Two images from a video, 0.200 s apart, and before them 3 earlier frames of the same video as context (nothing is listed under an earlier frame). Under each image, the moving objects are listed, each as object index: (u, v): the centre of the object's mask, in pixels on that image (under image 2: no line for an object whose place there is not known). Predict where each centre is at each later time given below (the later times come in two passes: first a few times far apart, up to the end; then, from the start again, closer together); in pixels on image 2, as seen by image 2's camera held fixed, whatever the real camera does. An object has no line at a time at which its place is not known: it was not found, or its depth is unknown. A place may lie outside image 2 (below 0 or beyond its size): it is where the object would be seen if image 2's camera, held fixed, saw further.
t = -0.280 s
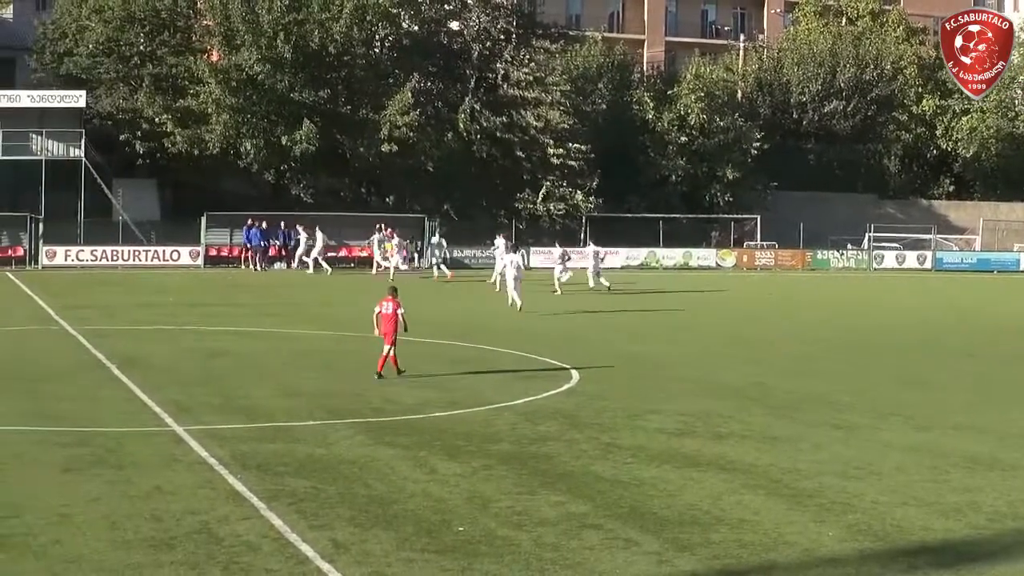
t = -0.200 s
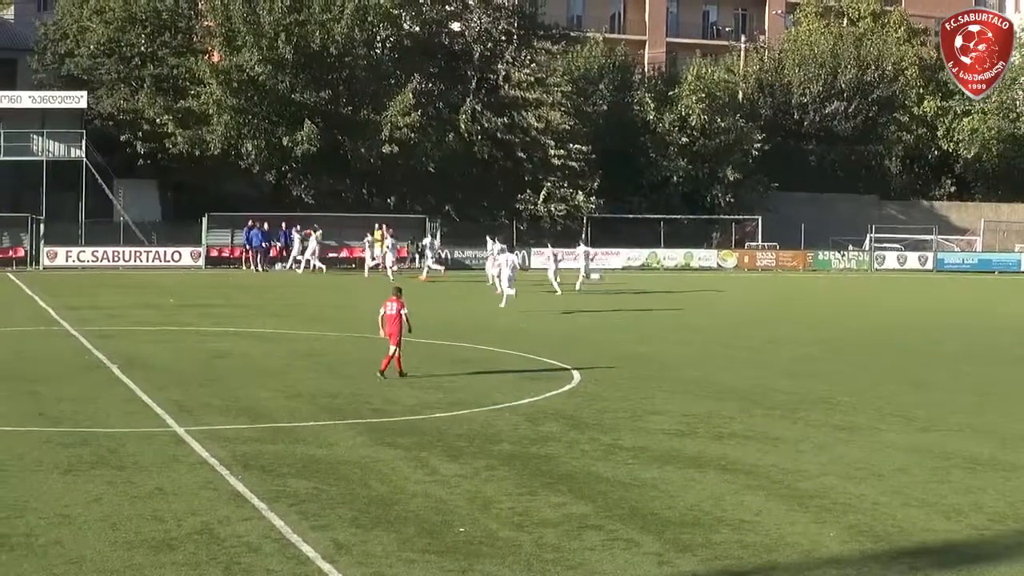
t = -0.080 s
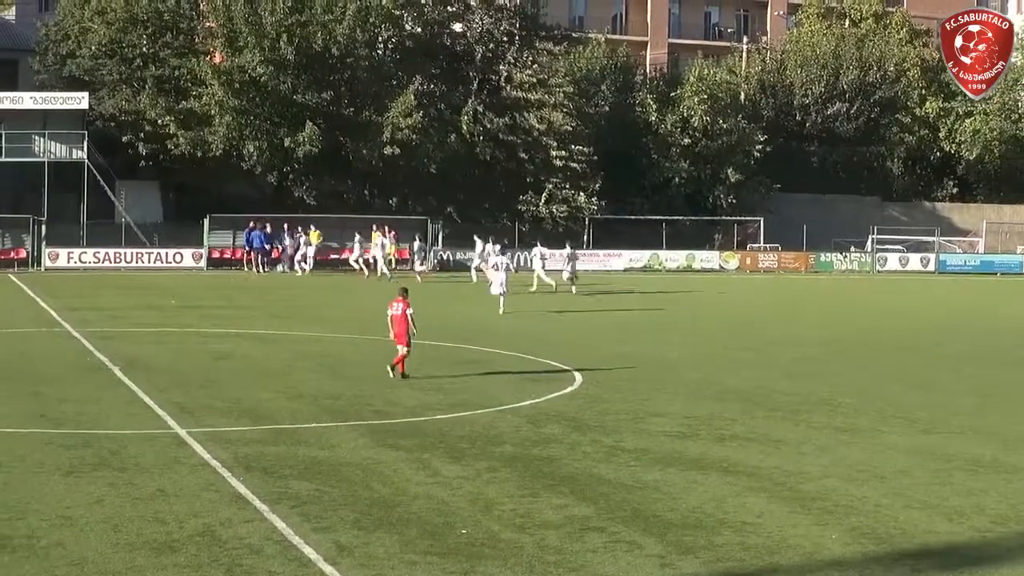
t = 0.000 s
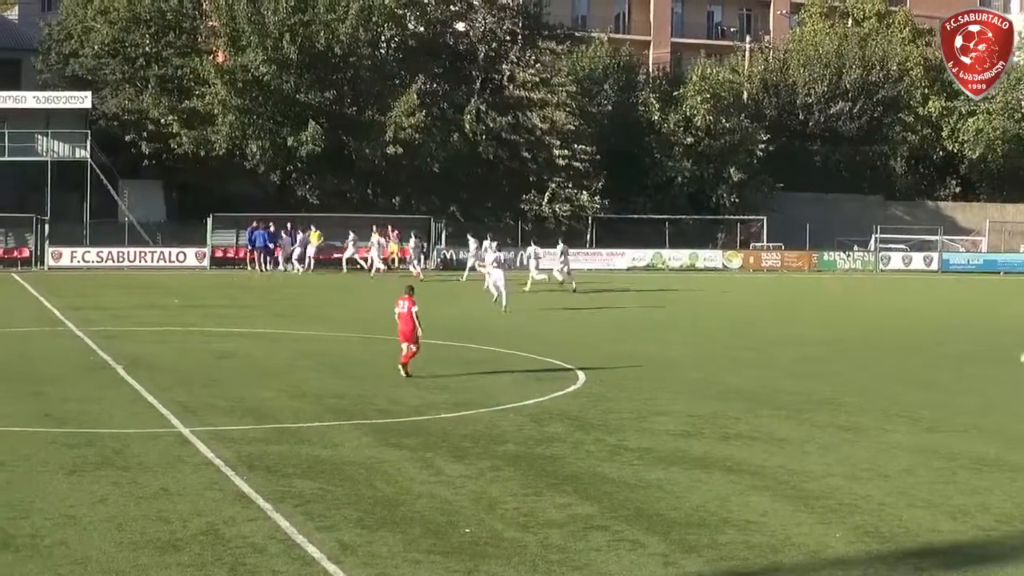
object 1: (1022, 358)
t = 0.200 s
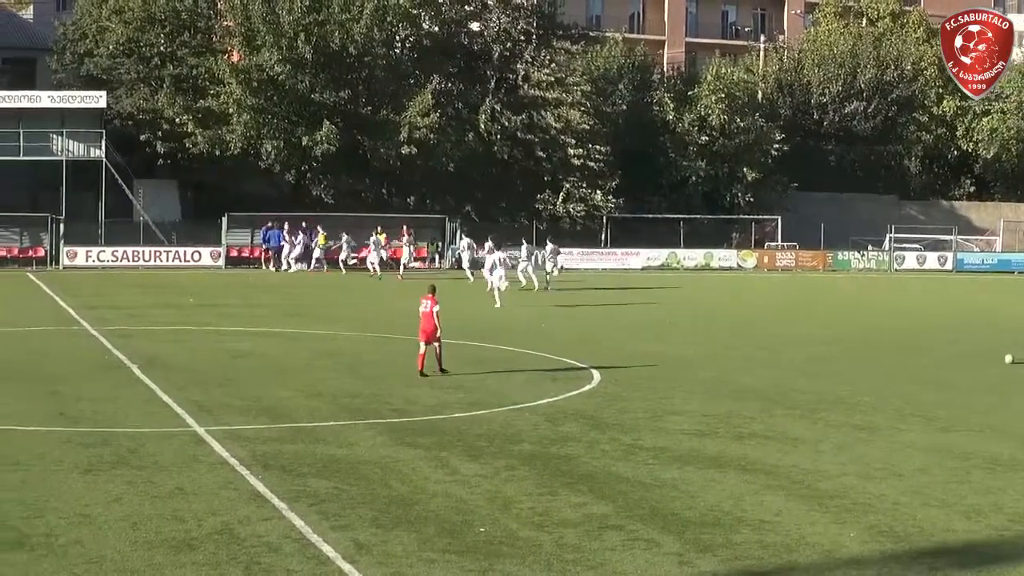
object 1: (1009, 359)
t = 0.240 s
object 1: (1004, 359)
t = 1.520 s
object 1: (828, 362)
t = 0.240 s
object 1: (1004, 359)
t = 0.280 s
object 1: (1000, 359)
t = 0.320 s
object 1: (995, 359)
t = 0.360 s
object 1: (989, 358)
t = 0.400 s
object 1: (984, 359)
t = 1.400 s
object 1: (850, 364)
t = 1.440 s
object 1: (844, 363)
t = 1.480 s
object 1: (836, 363)
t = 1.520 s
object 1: (828, 362)
